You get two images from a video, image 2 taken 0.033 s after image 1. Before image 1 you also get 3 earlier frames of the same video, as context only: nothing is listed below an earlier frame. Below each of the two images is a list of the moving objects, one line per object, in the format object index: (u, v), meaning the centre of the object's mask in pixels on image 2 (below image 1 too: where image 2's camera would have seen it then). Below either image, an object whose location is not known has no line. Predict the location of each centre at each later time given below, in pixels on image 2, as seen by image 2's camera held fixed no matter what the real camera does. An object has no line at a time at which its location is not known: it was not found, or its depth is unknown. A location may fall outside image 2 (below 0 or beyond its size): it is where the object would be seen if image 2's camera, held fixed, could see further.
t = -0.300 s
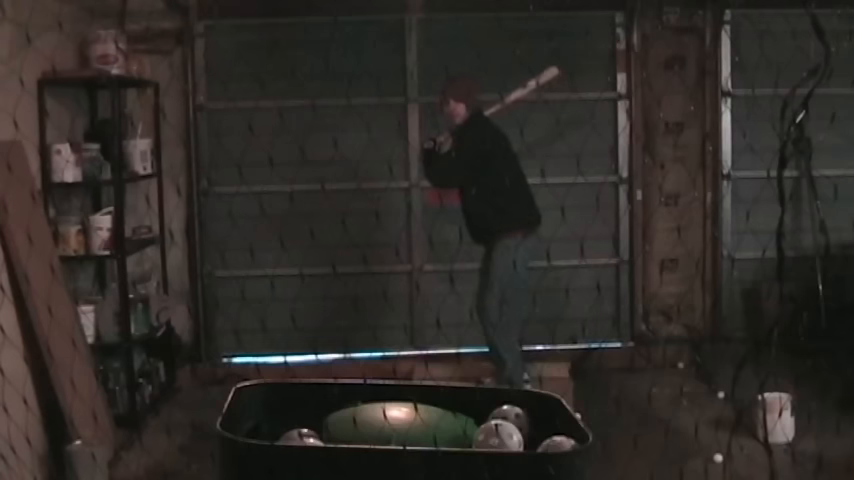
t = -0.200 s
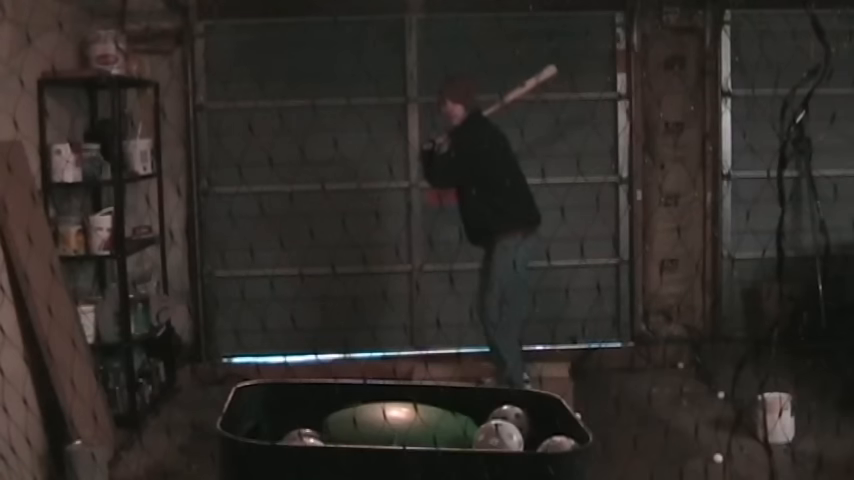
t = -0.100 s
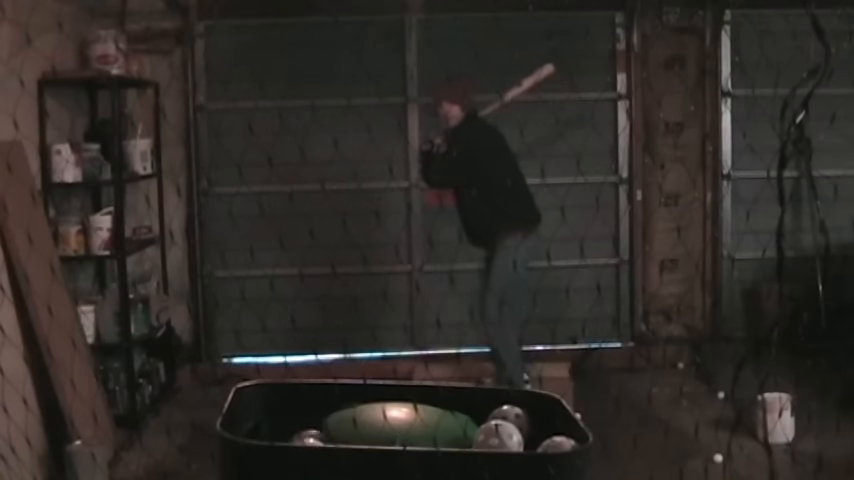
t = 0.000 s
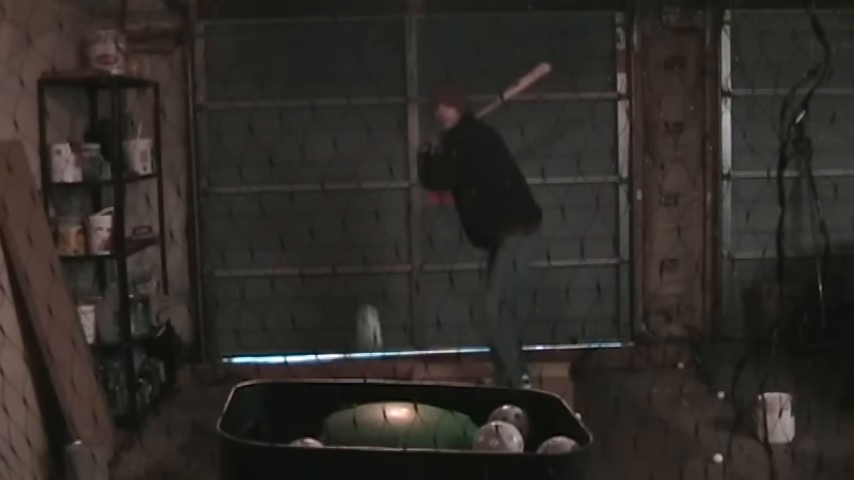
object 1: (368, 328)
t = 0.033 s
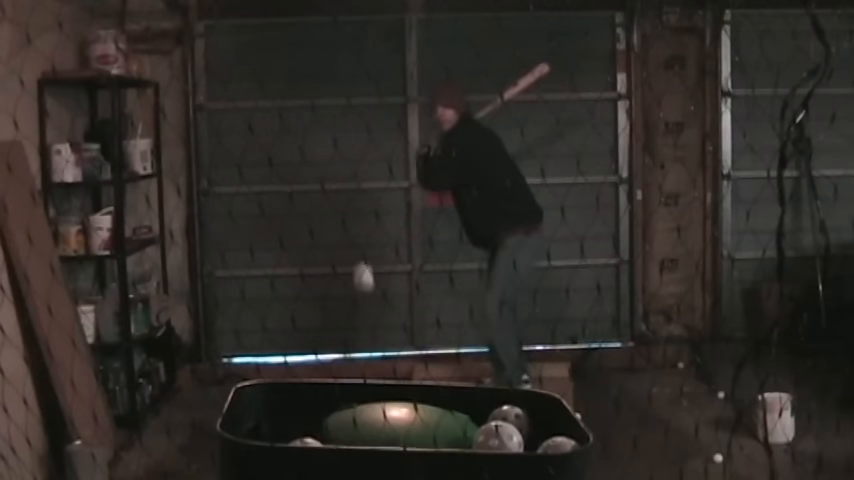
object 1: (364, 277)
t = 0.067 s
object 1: (360, 247)
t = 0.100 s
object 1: (358, 230)
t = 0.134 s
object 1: (356, 221)
